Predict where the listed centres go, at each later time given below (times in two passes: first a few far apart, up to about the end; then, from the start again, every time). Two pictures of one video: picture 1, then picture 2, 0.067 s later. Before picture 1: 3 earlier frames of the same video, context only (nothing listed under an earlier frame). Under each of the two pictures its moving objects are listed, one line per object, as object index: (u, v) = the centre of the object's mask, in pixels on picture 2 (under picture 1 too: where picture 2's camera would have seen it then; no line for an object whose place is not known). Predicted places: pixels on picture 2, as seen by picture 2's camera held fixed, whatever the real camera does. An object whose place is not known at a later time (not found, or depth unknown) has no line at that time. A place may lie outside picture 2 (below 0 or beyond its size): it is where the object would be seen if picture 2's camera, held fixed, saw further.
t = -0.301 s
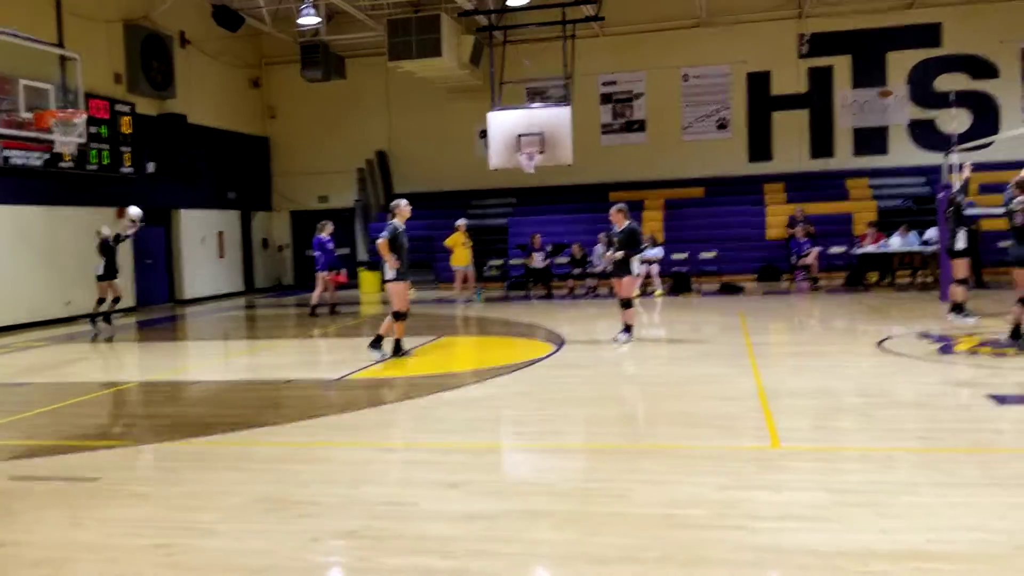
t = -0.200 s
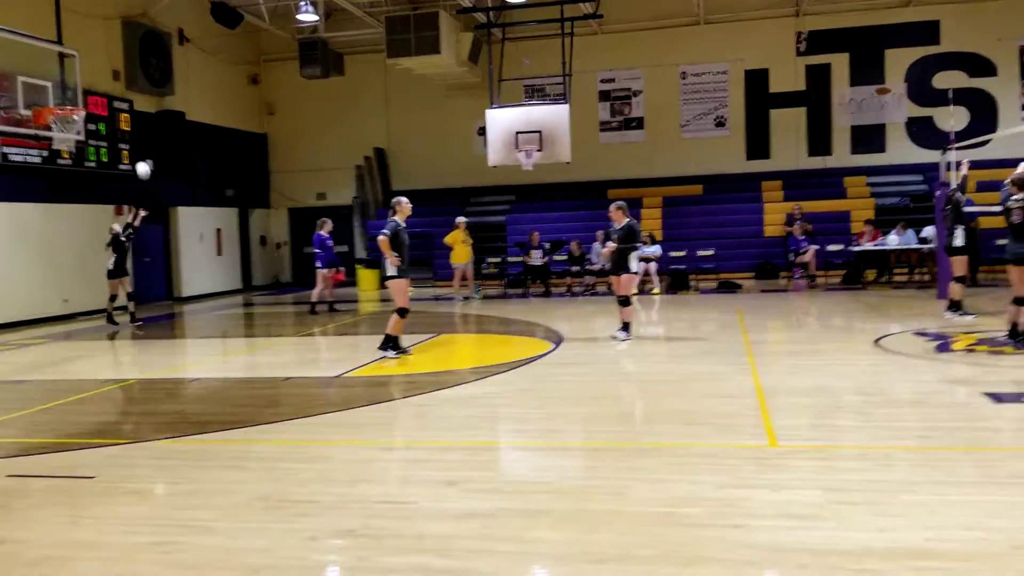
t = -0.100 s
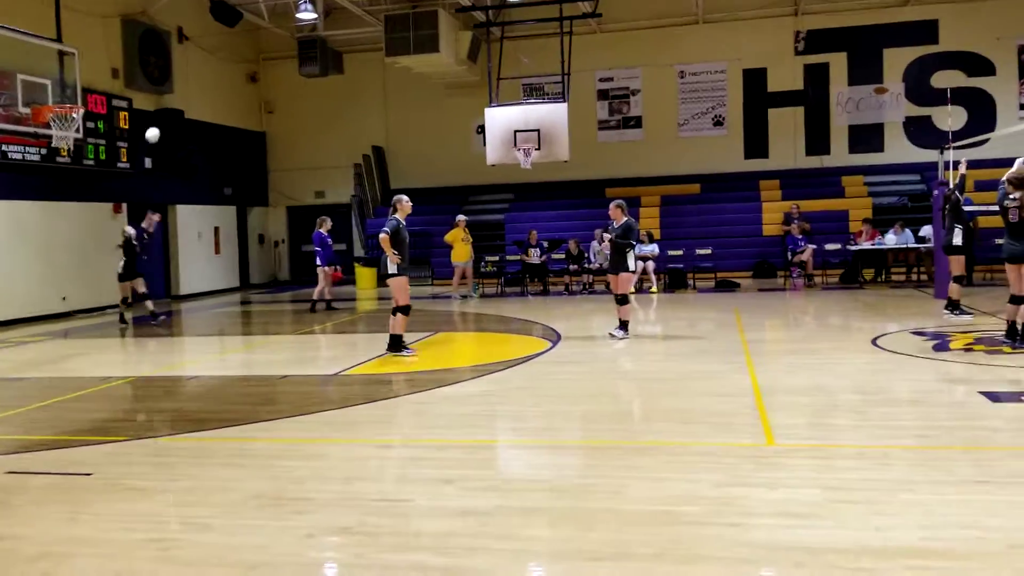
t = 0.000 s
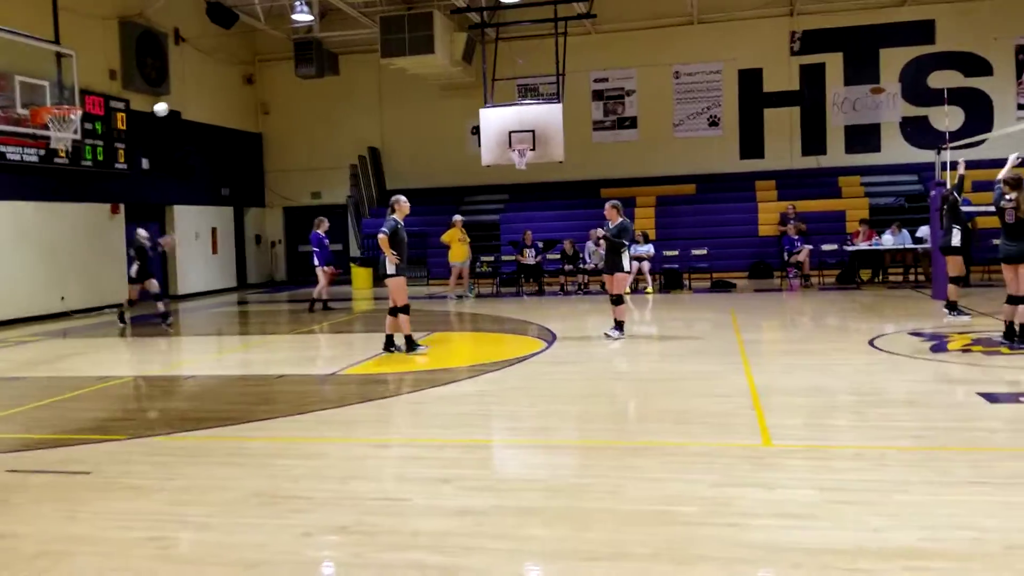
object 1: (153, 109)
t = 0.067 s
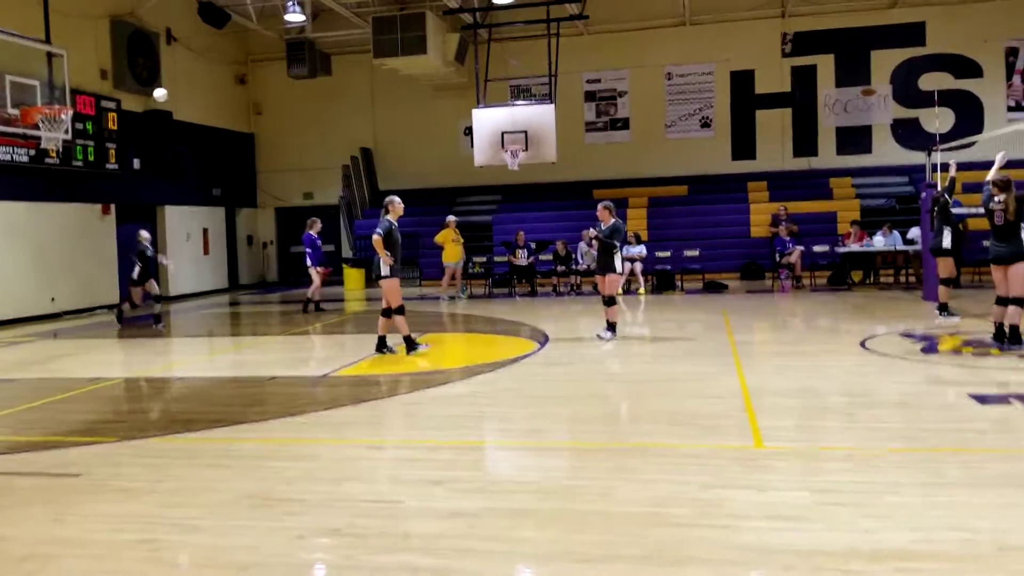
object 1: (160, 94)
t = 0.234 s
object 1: (179, 70)
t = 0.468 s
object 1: (207, 66)
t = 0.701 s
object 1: (238, 96)
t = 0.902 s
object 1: (267, 149)
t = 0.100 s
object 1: (164, 88)
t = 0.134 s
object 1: (168, 82)
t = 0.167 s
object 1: (173, 78)
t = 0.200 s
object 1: (175, 73)
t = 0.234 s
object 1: (179, 70)
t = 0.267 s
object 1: (183, 67)
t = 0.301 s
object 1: (187, 65)
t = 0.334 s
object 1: (190, 63)
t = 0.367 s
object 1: (194, 63)
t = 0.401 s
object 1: (199, 63)
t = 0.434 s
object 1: (203, 64)
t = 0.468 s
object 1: (207, 66)
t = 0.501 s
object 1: (212, 68)
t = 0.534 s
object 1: (216, 70)
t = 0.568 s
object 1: (220, 74)
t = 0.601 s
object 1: (225, 79)
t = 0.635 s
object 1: (229, 84)
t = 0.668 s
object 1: (233, 90)
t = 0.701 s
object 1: (238, 96)
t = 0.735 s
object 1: (243, 103)
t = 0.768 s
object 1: (248, 111)
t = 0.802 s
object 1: (253, 120)
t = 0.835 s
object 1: (258, 129)
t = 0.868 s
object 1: (262, 139)
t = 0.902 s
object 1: (267, 149)
